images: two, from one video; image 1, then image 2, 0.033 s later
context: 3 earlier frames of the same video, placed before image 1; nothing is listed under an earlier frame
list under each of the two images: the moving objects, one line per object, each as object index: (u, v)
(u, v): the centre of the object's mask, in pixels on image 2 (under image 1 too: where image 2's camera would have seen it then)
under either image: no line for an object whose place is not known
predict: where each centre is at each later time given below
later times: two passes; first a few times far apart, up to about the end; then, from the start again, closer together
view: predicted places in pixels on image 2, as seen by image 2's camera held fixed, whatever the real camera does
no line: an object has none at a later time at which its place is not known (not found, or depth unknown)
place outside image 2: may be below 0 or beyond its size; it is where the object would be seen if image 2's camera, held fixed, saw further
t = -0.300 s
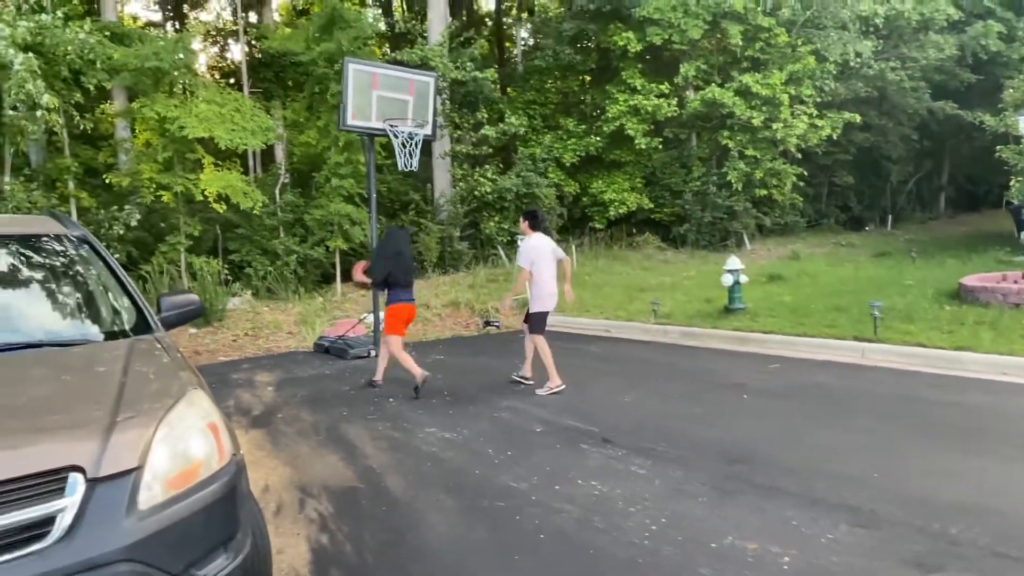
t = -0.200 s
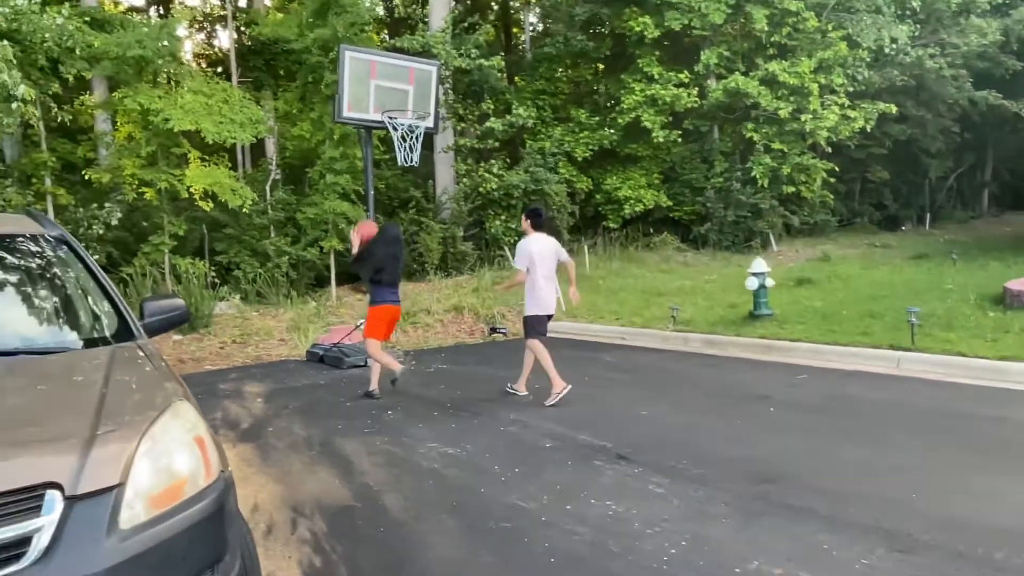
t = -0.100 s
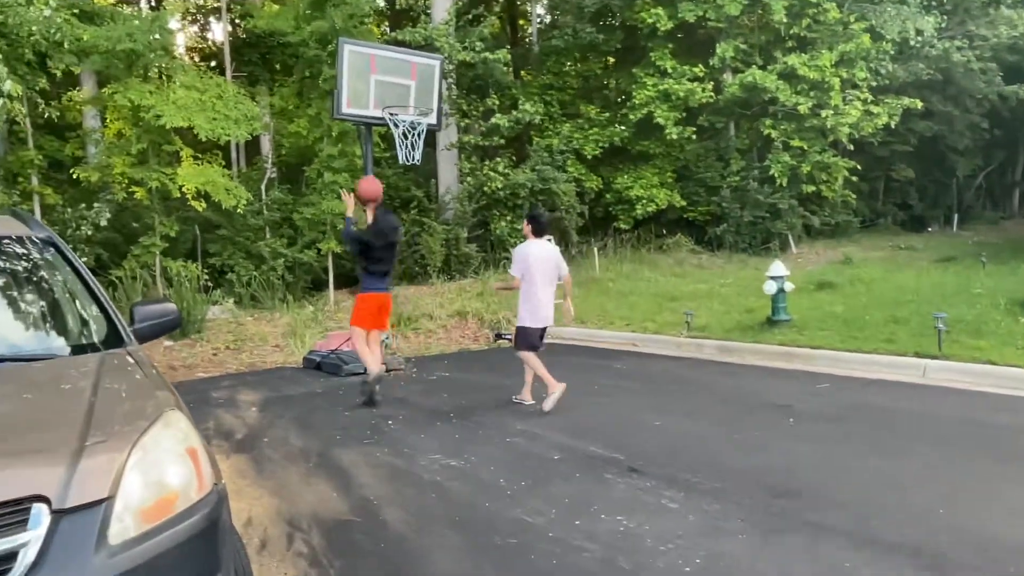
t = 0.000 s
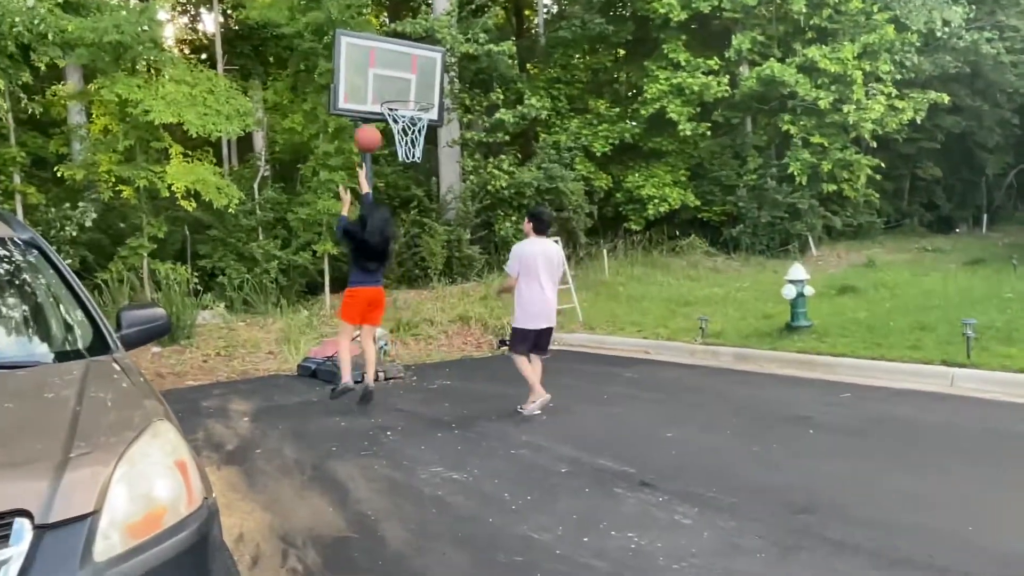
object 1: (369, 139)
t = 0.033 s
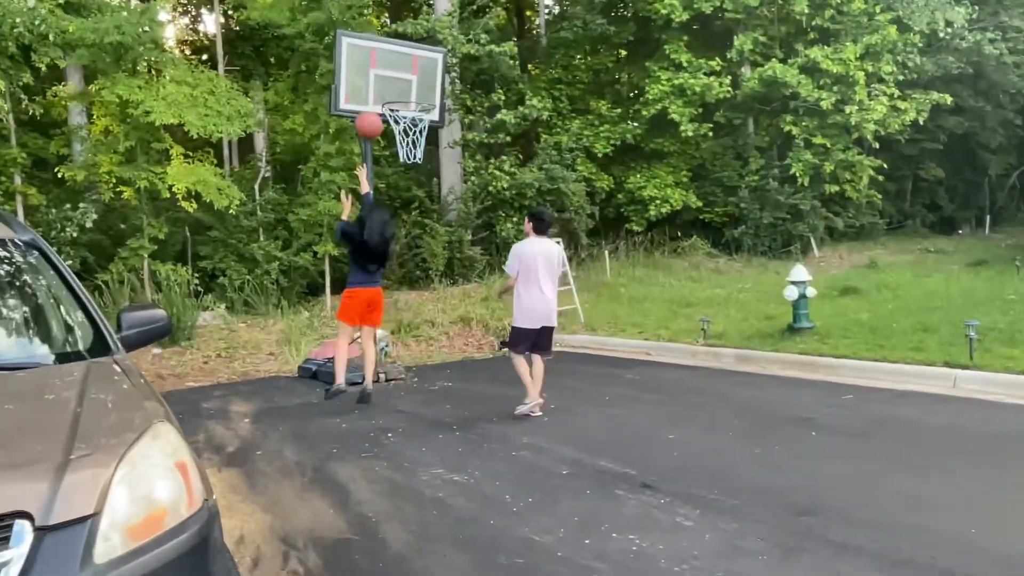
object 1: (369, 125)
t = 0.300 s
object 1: (374, 64)
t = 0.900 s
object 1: (424, 134)
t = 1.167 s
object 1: (419, 200)
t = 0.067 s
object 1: (368, 113)
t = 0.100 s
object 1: (369, 102)
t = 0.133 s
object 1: (370, 92)
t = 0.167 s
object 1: (370, 83)
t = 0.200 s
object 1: (370, 77)
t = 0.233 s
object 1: (371, 71)
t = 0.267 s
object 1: (371, 67)
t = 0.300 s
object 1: (374, 64)
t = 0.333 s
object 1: (377, 64)
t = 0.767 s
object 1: (426, 123)
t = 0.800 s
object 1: (426, 124)
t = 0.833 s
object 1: (426, 125)
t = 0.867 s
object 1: (425, 129)
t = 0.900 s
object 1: (424, 134)
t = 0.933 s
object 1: (424, 139)
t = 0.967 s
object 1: (422, 144)
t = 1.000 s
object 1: (422, 151)
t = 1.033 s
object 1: (421, 158)
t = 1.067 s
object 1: (420, 166)
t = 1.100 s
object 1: (419, 177)
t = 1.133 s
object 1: (419, 188)
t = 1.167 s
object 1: (419, 200)
